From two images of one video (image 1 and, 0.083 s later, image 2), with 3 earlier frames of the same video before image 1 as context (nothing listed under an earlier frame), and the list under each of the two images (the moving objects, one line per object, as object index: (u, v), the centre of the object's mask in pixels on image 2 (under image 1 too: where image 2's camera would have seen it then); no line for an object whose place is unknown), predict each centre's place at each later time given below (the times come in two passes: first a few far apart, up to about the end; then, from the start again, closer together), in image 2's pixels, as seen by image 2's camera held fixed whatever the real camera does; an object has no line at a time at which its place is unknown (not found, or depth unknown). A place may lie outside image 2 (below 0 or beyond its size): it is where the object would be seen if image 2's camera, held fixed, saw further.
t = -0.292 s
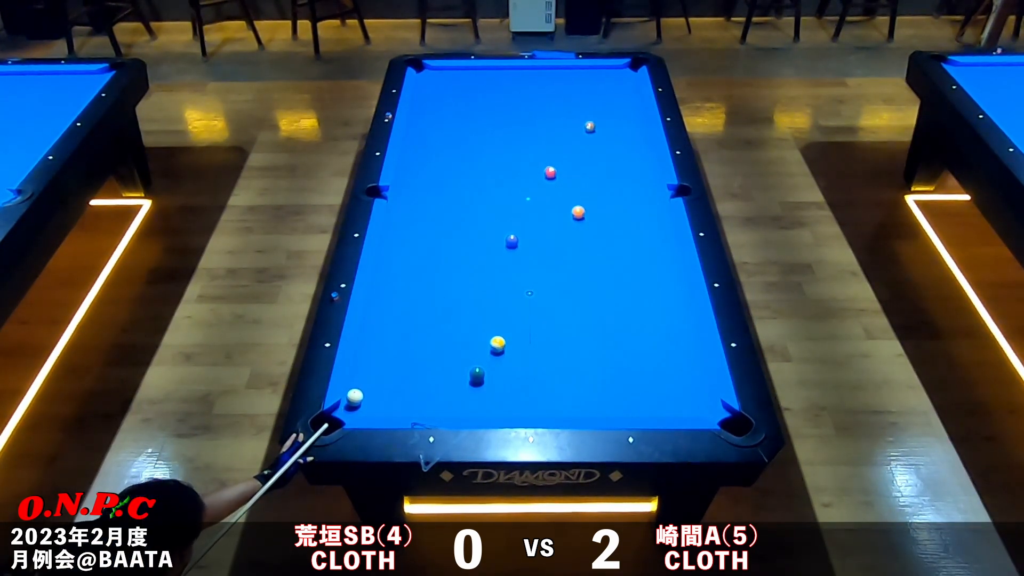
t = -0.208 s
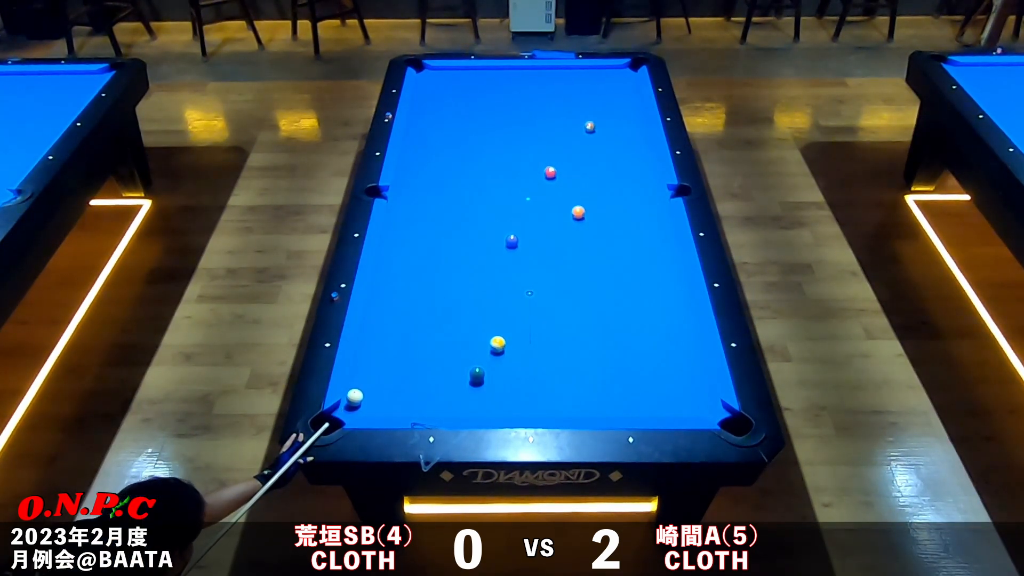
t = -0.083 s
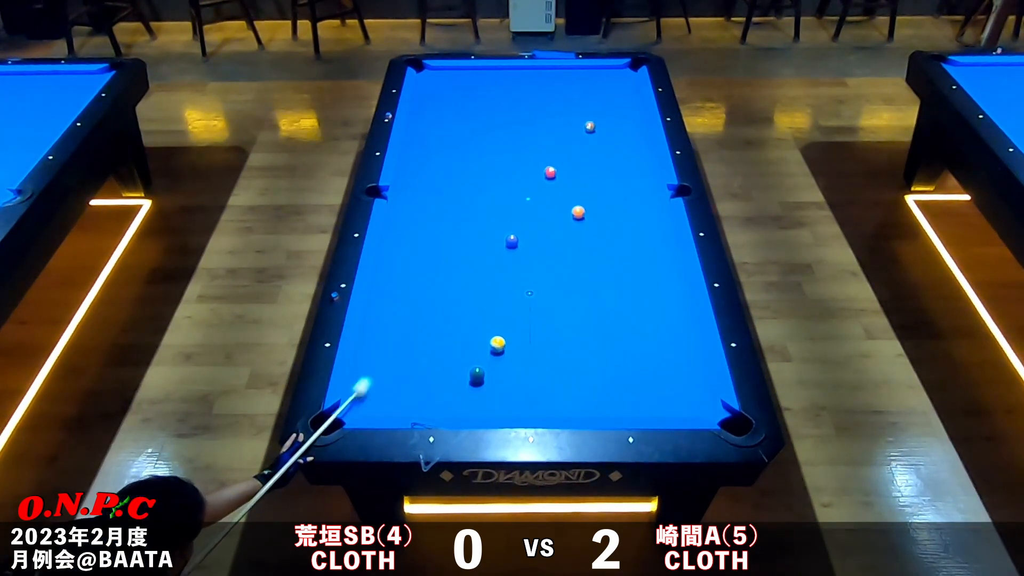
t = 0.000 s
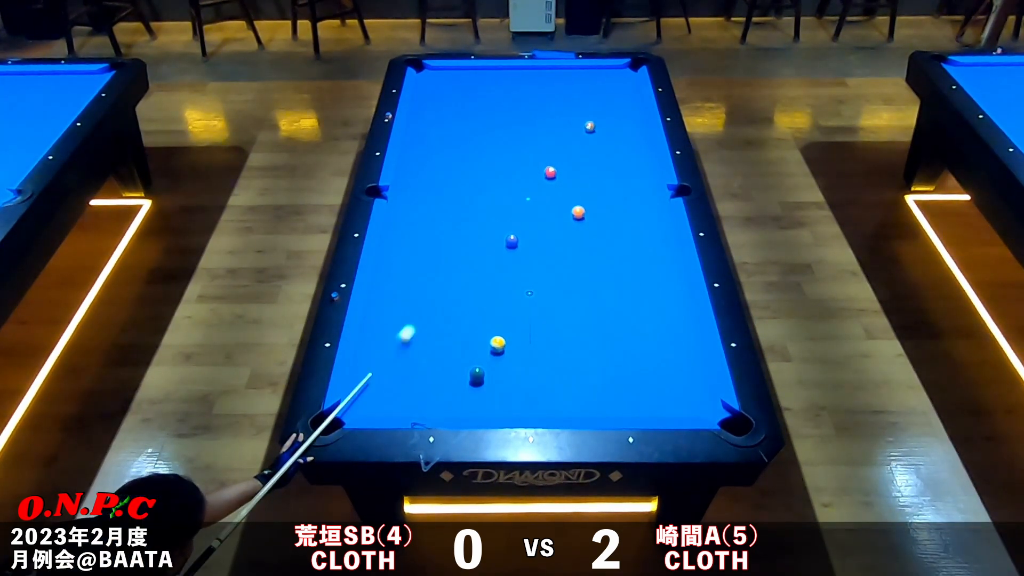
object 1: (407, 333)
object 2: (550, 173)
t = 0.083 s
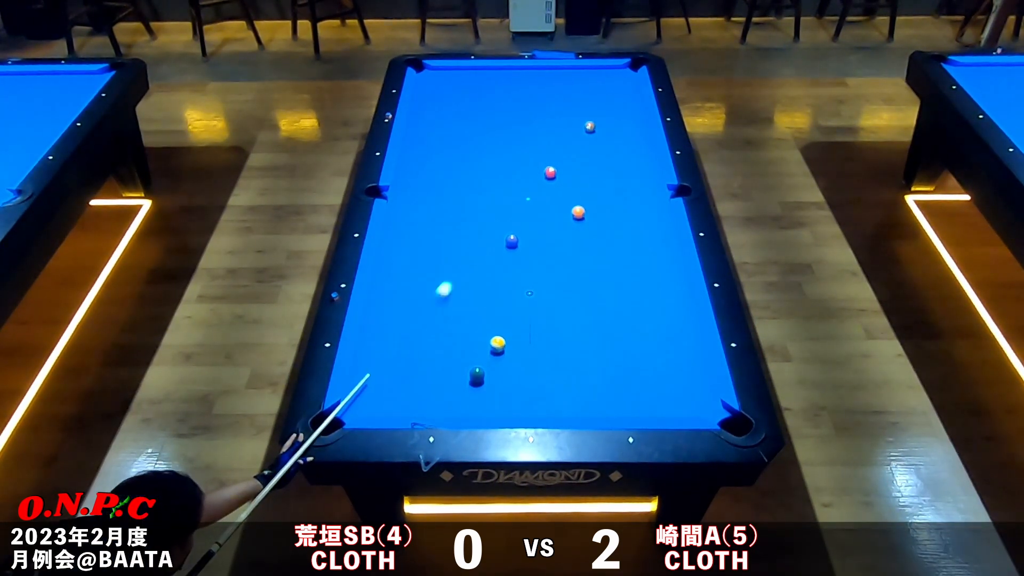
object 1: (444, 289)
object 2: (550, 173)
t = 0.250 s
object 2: (550, 173)
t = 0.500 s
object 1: (520, 154)
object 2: (606, 149)
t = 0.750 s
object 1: (506, 113)
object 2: (622, 123)
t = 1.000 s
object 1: (497, 78)
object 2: (579, 106)
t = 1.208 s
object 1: (491, 79)
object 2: (548, 94)
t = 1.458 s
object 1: (484, 98)
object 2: (512, 80)
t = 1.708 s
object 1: (476, 119)
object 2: (479, 70)
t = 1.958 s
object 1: (468, 141)
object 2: (447, 78)
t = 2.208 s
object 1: (459, 164)
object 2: (418, 86)
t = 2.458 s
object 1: (450, 188)
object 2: (434, 95)
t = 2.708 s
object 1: (440, 213)
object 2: (449, 104)
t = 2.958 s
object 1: (430, 241)
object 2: (464, 113)
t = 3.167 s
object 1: (421, 264)
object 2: (476, 120)
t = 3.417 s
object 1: (410, 294)
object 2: (490, 129)
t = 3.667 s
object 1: (398, 326)
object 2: (505, 138)
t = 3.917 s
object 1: (386, 360)
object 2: (519, 146)
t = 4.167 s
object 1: (373, 396)
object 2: (532, 155)
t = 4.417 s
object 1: (367, 400)
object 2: (545, 163)
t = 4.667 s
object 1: (365, 383)
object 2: (558, 171)
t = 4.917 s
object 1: (364, 368)
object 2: (570, 178)
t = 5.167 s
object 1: (364, 354)
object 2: (582, 186)
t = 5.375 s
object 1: (363, 344)
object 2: (592, 192)
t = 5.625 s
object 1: (366, 334)
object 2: (603, 199)
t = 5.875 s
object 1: (369, 326)
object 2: (613, 205)
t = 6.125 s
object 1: (373, 320)
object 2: (622, 211)
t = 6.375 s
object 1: (376, 314)
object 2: (630, 217)
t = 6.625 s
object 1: (377, 310)
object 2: (638, 222)
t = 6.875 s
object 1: (379, 307)
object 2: (645, 226)
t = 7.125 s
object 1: (381, 305)
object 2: (651, 230)
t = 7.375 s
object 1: (382, 303)
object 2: (657, 233)
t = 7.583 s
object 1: (382, 303)
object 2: (661, 236)
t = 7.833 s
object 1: (382, 303)
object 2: (665, 238)
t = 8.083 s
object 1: (382, 303)
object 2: (668, 239)
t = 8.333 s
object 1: (382, 303)
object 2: (670, 240)
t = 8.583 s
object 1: (382, 303)
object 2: (671, 240)
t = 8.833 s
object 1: (382, 303)
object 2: (671, 240)
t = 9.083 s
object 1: (382, 303)
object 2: (671, 240)
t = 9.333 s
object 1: (382, 303)
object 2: (671, 240)
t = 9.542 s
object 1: (382, 303)
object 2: (671, 240)
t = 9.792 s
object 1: (382, 303)
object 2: (671, 240)
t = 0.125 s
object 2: (550, 173)
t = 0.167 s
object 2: (550, 173)
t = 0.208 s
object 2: (550, 173)
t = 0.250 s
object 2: (550, 173)
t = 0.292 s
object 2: (550, 173)
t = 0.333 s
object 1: (533, 184)
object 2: (550, 173)
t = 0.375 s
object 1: (539, 174)
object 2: (553, 171)
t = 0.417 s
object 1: (531, 167)
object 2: (575, 162)
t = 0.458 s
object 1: (526, 162)
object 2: (588, 157)
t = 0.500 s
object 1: (520, 154)
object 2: (606, 149)
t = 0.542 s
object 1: (517, 149)
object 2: (618, 144)
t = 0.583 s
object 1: (513, 141)
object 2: (633, 137)
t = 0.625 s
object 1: (511, 135)
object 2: (643, 133)
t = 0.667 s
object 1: (509, 127)
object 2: (640, 129)
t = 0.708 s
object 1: (508, 121)
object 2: (632, 126)
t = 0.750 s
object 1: (506, 113)
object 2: (622, 123)
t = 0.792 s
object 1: (505, 108)
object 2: (616, 121)
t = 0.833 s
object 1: (503, 101)
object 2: (607, 117)
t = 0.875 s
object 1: (502, 96)
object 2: (601, 115)
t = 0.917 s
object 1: (500, 89)
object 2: (593, 112)
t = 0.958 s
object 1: (499, 84)
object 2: (588, 110)
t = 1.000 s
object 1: (497, 78)
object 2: (579, 106)
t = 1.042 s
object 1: (496, 73)
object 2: (574, 104)
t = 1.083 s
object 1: (495, 68)
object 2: (566, 101)
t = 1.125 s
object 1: (494, 71)
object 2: (561, 99)
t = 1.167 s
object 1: (492, 76)
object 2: (553, 96)
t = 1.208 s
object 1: (491, 79)
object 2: (548, 94)
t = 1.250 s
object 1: (490, 81)
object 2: (543, 92)
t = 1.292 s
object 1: (489, 85)
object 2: (536, 89)
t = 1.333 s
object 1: (488, 88)
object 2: (531, 87)
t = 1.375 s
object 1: (486, 92)
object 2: (523, 85)
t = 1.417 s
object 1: (485, 94)
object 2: (519, 83)
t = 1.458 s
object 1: (484, 98)
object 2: (512, 80)
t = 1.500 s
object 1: (483, 101)
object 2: (507, 78)
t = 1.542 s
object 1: (481, 105)
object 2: (500, 76)
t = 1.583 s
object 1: (480, 108)
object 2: (496, 74)
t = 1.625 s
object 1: (478, 112)
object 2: (489, 71)
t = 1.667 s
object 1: (478, 115)
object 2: (485, 70)
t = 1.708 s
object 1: (476, 119)
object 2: (479, 70)
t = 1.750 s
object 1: (475, 122)
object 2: (474, 71)
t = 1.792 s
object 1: (473, 126)
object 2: (468, 72)
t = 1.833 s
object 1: (472, 129)
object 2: (464, 73)
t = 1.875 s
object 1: (470, 133)
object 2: (458, 75)
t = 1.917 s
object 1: (469, 136)
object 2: (454, 76)
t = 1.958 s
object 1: (468, 141)
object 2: (447, 78)
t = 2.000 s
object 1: (466, 144)
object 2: (443, 79)
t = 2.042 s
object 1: (465, 148)
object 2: (437, 80)
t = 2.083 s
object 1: (464, 151)
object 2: (433, 81)
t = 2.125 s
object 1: (462, 156)
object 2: (427, 83)
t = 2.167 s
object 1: (461, 159)
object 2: (423, 84)
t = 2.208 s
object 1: (459, 164)
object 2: (418, 86)
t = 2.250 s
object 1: (458, 167)
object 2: (421, 87)
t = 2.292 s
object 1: (456, 171)
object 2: (424, 89)
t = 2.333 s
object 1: (455, 175)
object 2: (426, 90)
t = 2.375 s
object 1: (453, 180)
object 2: (429, 92)
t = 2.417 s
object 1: (451, 183)
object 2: (431, 93)
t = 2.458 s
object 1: (450, 188)
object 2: (434, 95)
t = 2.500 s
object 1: (448, 191)
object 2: (436, 96)
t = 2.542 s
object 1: (446, 196)
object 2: (439, 98)
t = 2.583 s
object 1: (445, 200)
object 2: (441, 99)
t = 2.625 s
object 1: (443, 205)
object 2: (444, 101)
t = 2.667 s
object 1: (442, 208)
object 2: (446, 102)
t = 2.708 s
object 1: (440, 213)
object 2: (449, 104)
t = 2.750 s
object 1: (438, 217)
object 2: (451, 105)
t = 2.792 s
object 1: (437, 222)
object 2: (454, 107)
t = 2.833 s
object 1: (435, 226)
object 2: (456, 108)
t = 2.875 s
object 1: (433, 232)
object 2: (459, 110)
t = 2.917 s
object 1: (432, 235)
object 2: (461, 111)
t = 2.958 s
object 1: (430, 241)
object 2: (464, 113)
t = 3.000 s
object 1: (428, 244)
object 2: (466, 114)
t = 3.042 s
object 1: (426, 250)
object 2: (469, 116)
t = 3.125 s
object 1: (423, 260)
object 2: (474, 119)
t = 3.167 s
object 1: (421, 264)
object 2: (476, 120)
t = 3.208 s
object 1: (419, 269)
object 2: (479, 122)
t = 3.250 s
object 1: (417, 274)
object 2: (481, 123)
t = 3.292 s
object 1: (415, 280)
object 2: (484, 125)
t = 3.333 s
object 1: (414, 284)
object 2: (485, 126)
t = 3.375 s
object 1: (411, 290)
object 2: (489, 128)
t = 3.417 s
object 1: (410, 294)
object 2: (490, 129)
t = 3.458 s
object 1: (408, 300)
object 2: (493, 131)
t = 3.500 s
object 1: (406, 304)
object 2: (495, 132)
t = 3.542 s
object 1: (404, 311)
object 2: (498, 134)
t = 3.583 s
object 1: (402, 315)
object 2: (500, 135)
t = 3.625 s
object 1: (400, 321)
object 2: (503, 137)
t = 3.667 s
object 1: (398, 326)
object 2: (505, 138)
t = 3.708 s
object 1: (396, 333)
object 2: (507, 140)
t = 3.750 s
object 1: (394, 337)
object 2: (509, 141)
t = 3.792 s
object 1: (392, 344)
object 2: (512, 142)
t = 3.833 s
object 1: (390, 348)
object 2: (514, 143)
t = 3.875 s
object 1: (388, 355)
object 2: (517, 145)
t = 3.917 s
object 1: (386, 360)
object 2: (519, 146)
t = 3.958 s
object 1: (383, 367)
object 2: (521, 148)
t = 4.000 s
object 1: (382, 372)
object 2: (523, 149)
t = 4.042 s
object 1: (379, 379)
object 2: (526, 151)
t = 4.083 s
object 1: (377, 384)
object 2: (528, 152)
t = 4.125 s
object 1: (375, 391)
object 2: (530, 154)
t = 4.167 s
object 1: (373, 396)
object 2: (532, 155)
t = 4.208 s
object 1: (370, 403)
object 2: (535, 156)
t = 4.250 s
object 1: (369, 407)
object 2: (537, 157)
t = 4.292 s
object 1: (367, 408)
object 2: (539, 159)
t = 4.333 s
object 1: (367, 406)
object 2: (541, 160)
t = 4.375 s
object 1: (367, 403)
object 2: (543, 162)
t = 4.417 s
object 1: (367, 400)
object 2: (545, 163)
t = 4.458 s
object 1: (366, 397)
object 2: (548, 164)
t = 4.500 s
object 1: (366, 395)
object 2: (549, 166)
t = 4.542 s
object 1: (366, 391)
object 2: (552, 167)
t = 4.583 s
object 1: (366, 389)
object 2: (554, 168)
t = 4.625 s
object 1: (366, 386)
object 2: (556, 170)
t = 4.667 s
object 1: (365, 383)
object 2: (558, 171)
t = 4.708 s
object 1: (365, 380)
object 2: (560, 172)
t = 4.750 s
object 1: (365, 378)
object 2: (562, 173)
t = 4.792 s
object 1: (365, 375)
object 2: (564, 175)
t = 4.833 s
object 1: (365, 373)
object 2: (566, 176)
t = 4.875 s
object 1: (364, 370)
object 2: (568, 178)
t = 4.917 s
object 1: (364, 368)
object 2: (570, 178)
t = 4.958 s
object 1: (364, 365)
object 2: (573, 180)
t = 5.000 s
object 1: (364, 363)
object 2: (574, 181)
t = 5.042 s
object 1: (364, 360)
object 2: (576, 183)
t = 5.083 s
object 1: (364, 359)
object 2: (578, 184)
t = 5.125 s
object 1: (364, 356)
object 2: (580, 185)
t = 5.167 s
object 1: (364, 354)
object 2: (582, 186)
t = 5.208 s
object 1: (363, 352)
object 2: (584, 187)
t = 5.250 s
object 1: (363, 350)
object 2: (586, 188)
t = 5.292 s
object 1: (363, 348)
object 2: (588, 190)
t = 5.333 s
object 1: (363, 346)
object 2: (590, 191)
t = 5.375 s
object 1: (363, 344)
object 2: (592, 192)
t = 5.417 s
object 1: (363, 342)
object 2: (593, 193)
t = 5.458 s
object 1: (364, 340)
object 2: (595, 194)
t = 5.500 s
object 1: (364, 339)
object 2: (597, 195)
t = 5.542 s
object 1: (365, 337)
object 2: (599, 197)
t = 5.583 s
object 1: (365, 336)
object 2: (600, 198)
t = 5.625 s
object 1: (366, 334)
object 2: (603, 199)
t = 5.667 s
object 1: (366, 333)
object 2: (604, 200)
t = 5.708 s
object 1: (367, 331)
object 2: (606, 201)
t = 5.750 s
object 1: (367, 330)
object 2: (607, 202)
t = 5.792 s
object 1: (368, 329)
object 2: (609, 203)
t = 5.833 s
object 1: (369, 328)
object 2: (611, 204)
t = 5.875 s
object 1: (369, 326)
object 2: (613, 205)
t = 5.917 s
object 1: (370, 326)
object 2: (614, 206)
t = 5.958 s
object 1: (371, 324)
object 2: (616, 207)
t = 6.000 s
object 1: (371, 323)
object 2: (617, 208)
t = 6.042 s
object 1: (372, 322)
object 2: (619, 209)
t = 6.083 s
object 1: (372, 321)
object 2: (620, 210)
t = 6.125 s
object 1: (373, 320)
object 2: (622, 211)
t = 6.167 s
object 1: (373, 319)
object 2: (623, 212)
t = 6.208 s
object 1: (374, 318)
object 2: (624, 213)
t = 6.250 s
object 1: (374, 317)
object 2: (626, 214)
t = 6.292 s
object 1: (375, 316)
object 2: (627, 215)
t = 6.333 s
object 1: (375, 315)
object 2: (628, 216)
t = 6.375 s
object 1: (376, 314)
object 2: (630, 217)
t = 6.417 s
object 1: (376, 314)
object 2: (631, 217)
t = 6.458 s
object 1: (376, 313)
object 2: (633, 218)
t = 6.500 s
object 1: (376, 312)
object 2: (634, 219)
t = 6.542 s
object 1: (377, 311)
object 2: (636, 220)
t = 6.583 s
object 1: (377, 311)
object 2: (636, 221)
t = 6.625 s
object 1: (377, 310)
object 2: (638, 222)
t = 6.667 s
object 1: (378, 310)
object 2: (639, 222)
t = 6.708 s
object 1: (378, 309)
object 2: (641, 223)
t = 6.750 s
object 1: (378, 309)
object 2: (641, 224)
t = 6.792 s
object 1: (378, 308)
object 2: (643, 225)
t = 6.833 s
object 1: (379, 308)
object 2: (644, 225)
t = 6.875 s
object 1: (379, 307)
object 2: (645, 226)
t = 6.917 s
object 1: (379, 307)
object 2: (646, 227)
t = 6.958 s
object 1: (380, 306)
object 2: (648, 227)
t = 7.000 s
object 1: (380, 306)
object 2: (648, 228)
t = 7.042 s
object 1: (380, 305)
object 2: (649, 229)
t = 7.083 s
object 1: (380, 305)
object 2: (650, 230)
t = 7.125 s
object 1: (381, 305)
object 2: (651, 230)
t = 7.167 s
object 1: (381, 304)
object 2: (652, 231)
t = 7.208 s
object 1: (381, 304)
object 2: (653, 231)
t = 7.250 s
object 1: (381, 304)
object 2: (654, 232)
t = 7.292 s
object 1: (381, 304)
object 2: (655, 232)
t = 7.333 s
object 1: (382, 303)
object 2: (656, 233)
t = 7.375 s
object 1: (382, 303)
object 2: (657, 233)
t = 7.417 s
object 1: (382, 303)
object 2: (658, 234)
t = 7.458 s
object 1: (382, 303)
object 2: (659, 234)
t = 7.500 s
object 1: (382, 303)
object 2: (659, 235)
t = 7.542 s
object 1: (382, 303)
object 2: (660, 235)
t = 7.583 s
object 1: (382, 303)
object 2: (661, 236)
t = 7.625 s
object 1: (382, 303)
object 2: (662, 236)
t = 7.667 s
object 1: (382, 303)
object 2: (663, 236)
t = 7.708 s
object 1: (382, 303)
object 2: (663, 237)
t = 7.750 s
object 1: (382, 303)
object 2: (664, 237)
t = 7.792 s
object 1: (382, 303)
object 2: (665, 238)
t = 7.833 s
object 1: (382, 303)
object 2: (665, 238)
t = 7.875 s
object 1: (382, 303)
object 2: (666, 238)
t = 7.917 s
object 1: (382, 303)
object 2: (666, 239)
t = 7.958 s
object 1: (382, 303)
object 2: (667, 239)
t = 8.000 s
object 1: (382, 303)
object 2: (667, 239)
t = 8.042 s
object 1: (382, 303)
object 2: (668, 239)
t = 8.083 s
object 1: (382, 303)
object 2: (668, 239)
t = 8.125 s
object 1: (382, 303)
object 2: (668, 239)
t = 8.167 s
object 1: (382, 303)
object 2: (669, 240)
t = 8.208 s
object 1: (382, 303)
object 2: (669, 240)
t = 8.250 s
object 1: (382, 303)
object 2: (669, 240)
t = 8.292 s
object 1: (382, 303)
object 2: (670, 240)
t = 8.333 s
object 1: (382, 303)
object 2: (670, 240)
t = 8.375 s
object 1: (382, 303)
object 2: (670, 240)
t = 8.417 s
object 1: (382, 303)
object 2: (670, 240)
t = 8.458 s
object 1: (382, 303)
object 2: (670, 240)
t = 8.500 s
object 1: (382, 303)
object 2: (670, 240)
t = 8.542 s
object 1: (382, 303)
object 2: (671, 240)
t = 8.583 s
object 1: (382, 303)
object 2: (671, 240)
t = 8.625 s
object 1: (382, 303)
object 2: (671, 240)
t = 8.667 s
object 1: (382, 303)
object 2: (671, 240)
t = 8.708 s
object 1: (382, 303)
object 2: (671, 240)
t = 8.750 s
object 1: (382, 303)
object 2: (671, 240)
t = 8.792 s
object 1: (382, 303)
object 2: (671, 240)
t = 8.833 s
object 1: (382, 303)
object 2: (671, 240)
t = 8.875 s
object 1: (382, 303)
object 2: (671, 240)
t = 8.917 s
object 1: (382, 303)
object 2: (671, 240)
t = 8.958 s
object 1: (382, 303)
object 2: (671, 240)
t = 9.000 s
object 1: (382, 303)
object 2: (671, 240)
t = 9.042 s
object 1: (382, 303)
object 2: (671, 240)
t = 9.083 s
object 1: (382, 303)
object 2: (671, 240)
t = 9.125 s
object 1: (382, 303)
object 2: (671, 240)
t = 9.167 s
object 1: (382, 303)
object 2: (671, 240)
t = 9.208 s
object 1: (382, 303)
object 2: (671, 240)
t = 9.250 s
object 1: (382, 303)
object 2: (671, 240)
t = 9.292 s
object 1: (382, 303)
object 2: (671, 240)
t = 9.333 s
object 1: (382, 303)
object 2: (671, 240)
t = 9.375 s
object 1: (382, 303)
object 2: (671, 240)
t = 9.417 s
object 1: (382, 303)
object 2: (671, 240)
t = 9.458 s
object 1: (382, 303)
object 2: (671, 240)
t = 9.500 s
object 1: (382, 303)
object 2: (671, 240)
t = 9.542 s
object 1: (382, 303)
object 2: (671, 240)
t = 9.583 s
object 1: (382, 303)
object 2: (671, 240)
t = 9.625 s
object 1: (382, 303)
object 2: (671, 240)
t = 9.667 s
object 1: (382, 303)
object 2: (671, 240)
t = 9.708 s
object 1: (382, 303)
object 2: (671, 240)
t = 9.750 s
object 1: (382, 303)
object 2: (671, 240)
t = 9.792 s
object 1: (382, 303)
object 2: (671, 240)
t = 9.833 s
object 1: (382, 303)
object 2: (671, 240)
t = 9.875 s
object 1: (382, 303)
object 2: (671, 240)
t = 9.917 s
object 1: (382, 303)
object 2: (671, 240)
